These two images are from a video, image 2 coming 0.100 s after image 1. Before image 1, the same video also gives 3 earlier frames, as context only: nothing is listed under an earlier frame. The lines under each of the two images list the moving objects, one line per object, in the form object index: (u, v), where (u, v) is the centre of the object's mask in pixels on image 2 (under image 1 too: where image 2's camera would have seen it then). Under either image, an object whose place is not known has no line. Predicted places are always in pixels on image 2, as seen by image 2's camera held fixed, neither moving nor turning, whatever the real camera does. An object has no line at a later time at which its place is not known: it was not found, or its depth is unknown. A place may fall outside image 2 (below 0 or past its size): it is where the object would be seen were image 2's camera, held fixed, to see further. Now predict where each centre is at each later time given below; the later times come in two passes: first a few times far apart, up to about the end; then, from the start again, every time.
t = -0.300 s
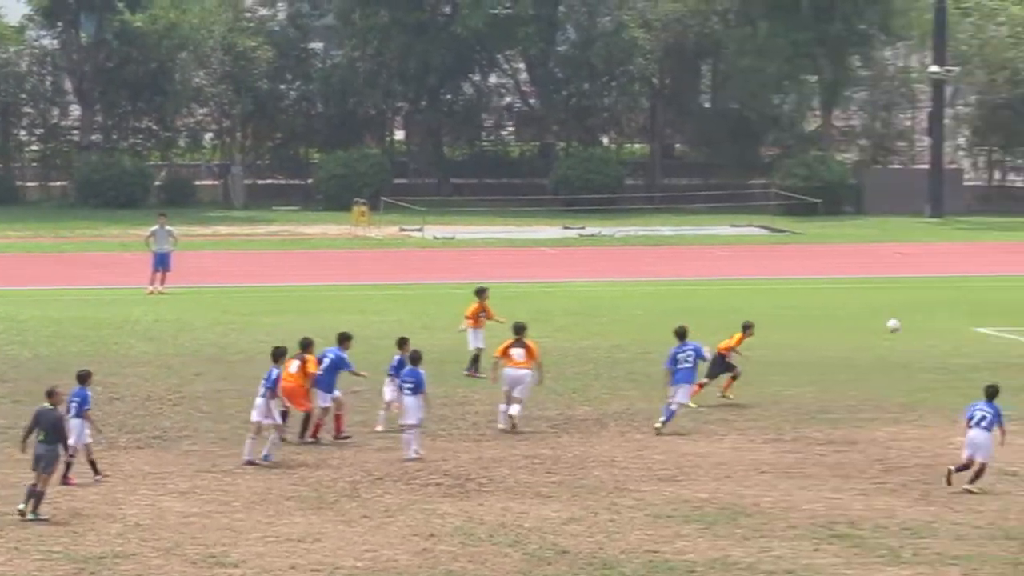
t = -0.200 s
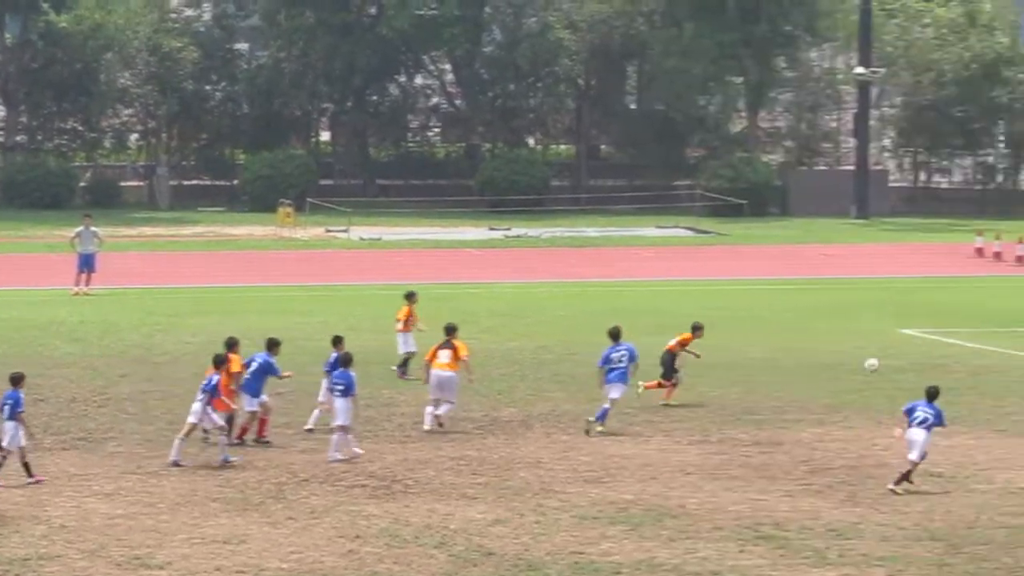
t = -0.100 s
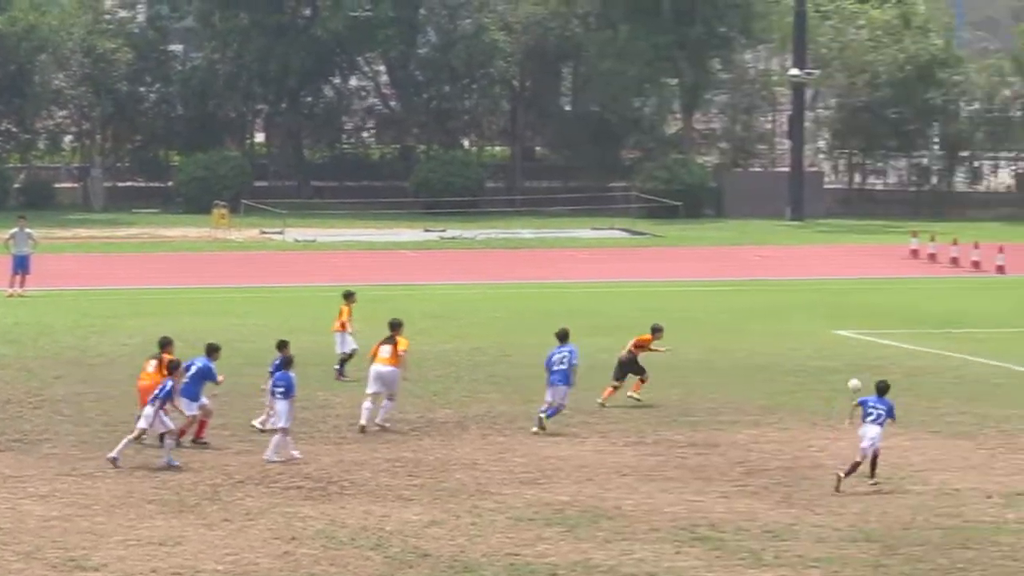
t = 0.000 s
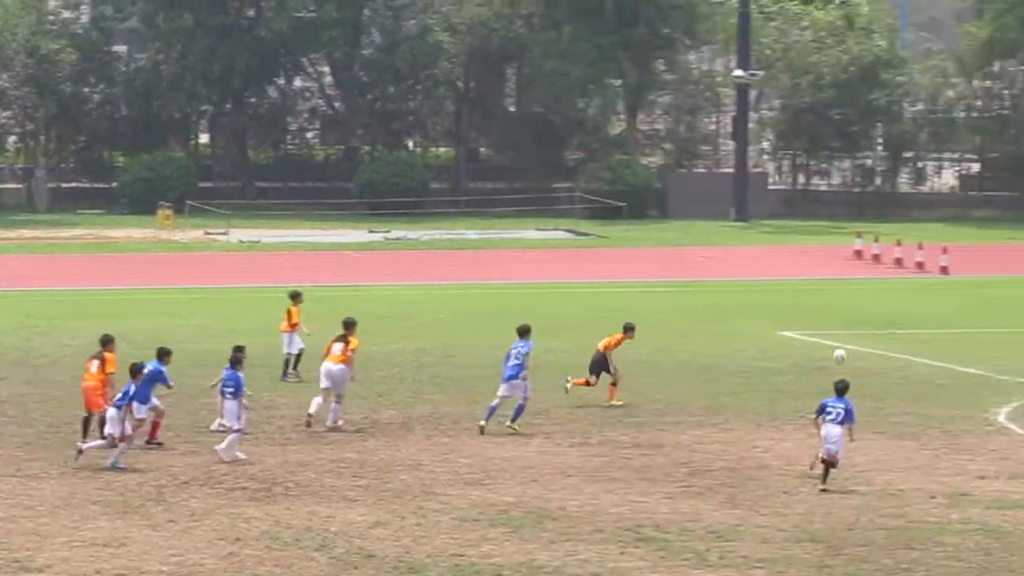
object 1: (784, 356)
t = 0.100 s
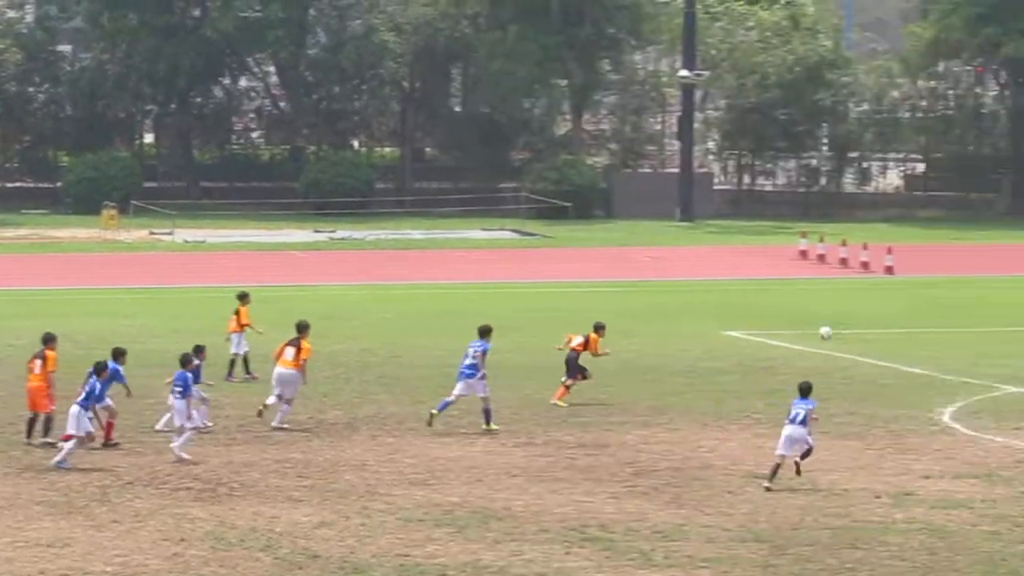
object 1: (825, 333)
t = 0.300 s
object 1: (905, 309)
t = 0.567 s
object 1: (1003, 320)
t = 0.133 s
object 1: (839, 326)
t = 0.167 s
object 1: (852, 322)
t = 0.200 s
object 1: (866, 317)
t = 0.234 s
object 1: (879, 313)
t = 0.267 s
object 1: (892, 311)
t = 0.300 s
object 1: (905, 309)
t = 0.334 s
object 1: (918, 308)
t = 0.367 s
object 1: (930, 308)
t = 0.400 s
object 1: (943, 308)
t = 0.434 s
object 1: (955, 309)
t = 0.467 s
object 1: (968, 309)
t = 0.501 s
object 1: (979, 312)
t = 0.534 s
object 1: (991, 316)
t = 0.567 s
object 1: (1003, 320)
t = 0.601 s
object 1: (1014, 324)
